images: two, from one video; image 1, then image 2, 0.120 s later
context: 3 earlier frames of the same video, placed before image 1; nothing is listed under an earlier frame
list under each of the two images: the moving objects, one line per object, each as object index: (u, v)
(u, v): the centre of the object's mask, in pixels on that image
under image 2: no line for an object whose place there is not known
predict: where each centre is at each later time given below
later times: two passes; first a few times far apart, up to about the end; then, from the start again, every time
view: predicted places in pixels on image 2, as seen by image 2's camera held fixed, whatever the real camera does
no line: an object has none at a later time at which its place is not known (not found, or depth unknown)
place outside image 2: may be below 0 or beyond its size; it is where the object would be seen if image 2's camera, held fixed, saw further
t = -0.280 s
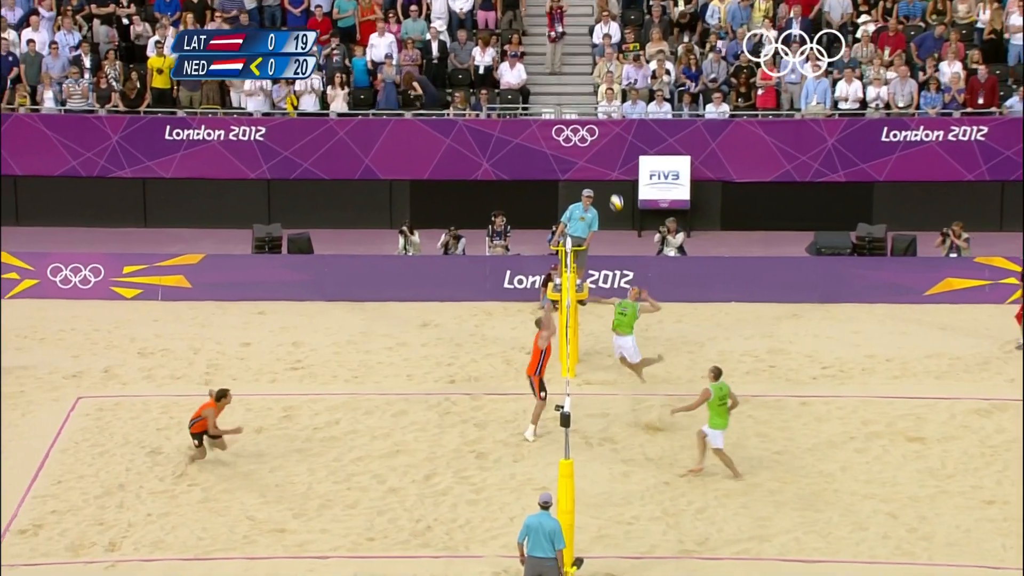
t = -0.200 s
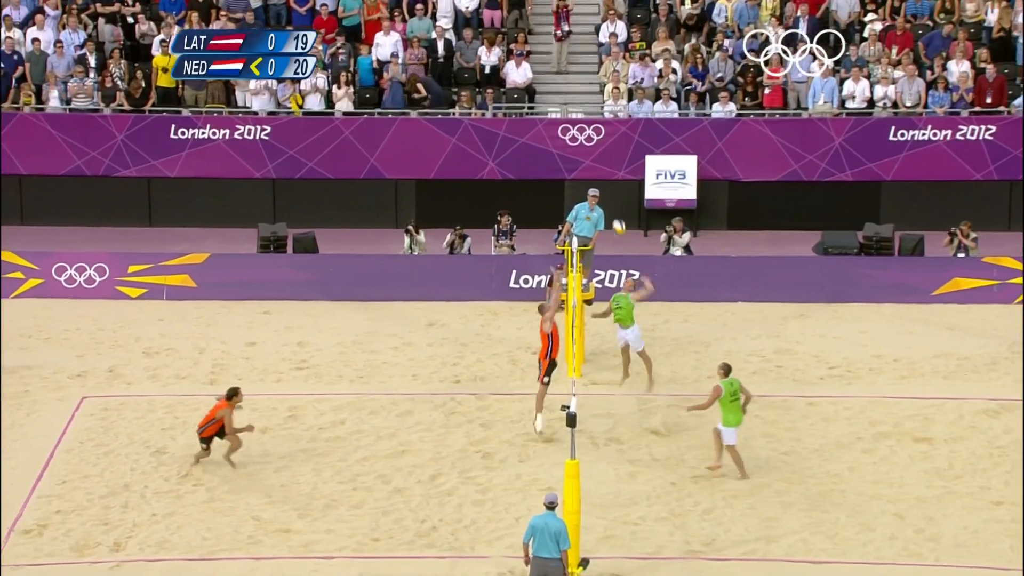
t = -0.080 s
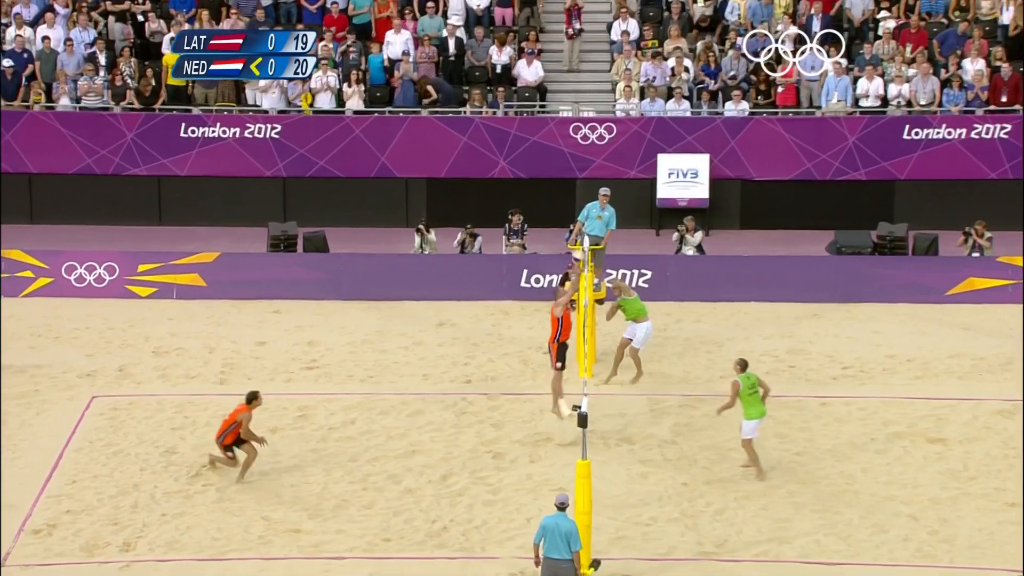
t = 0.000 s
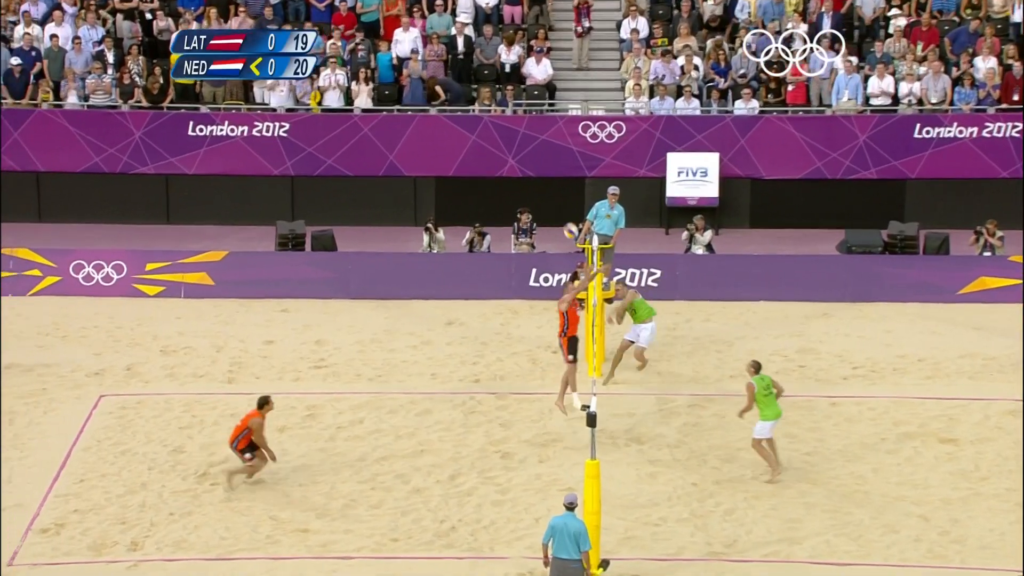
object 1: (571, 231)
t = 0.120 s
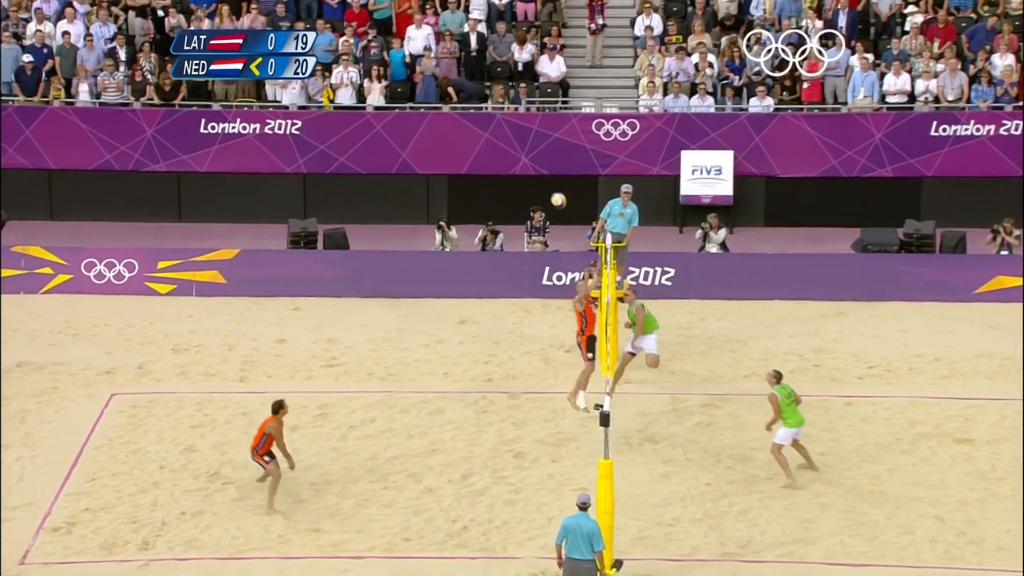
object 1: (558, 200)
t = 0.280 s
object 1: (524, 176)
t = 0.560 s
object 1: (462, 175)
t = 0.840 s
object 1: (400, 225)
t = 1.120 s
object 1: (342, 329)
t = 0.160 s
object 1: (550, 193)
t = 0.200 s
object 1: (541, 186)
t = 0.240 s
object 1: (533, 181)
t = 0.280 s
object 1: (524, 176)
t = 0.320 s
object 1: (515, 173)
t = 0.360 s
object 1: (506, 171)
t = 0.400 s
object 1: (497, 169)
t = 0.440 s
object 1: (488, 169)
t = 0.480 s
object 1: (480, 170)
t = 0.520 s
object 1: (471, 172)
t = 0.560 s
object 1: (462, 175)
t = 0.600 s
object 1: (453, 179)
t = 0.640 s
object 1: (444, 184)
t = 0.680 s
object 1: (435, 190)
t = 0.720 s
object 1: (426, 198)
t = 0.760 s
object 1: (418, 206)
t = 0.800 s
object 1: (409, 216)
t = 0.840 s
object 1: (400, 225)
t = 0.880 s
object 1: (391, 237)
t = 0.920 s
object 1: (383, 251)
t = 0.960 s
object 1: (374, 263)
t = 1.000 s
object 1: (365, 279)
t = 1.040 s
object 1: (358, 293)
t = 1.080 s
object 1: (350, 311)
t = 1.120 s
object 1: (342, 329)
